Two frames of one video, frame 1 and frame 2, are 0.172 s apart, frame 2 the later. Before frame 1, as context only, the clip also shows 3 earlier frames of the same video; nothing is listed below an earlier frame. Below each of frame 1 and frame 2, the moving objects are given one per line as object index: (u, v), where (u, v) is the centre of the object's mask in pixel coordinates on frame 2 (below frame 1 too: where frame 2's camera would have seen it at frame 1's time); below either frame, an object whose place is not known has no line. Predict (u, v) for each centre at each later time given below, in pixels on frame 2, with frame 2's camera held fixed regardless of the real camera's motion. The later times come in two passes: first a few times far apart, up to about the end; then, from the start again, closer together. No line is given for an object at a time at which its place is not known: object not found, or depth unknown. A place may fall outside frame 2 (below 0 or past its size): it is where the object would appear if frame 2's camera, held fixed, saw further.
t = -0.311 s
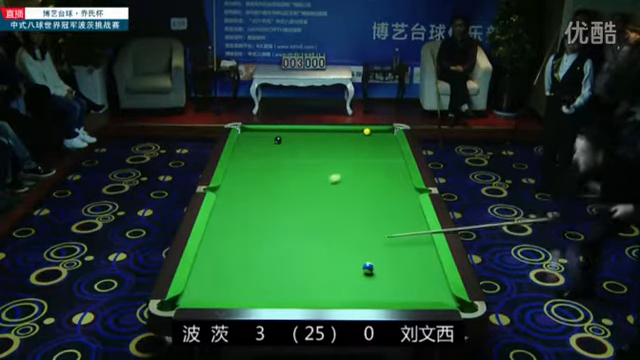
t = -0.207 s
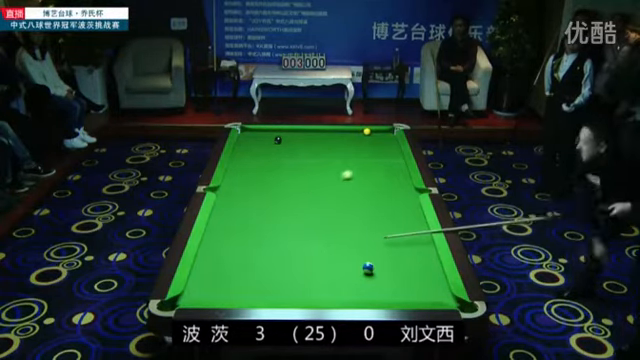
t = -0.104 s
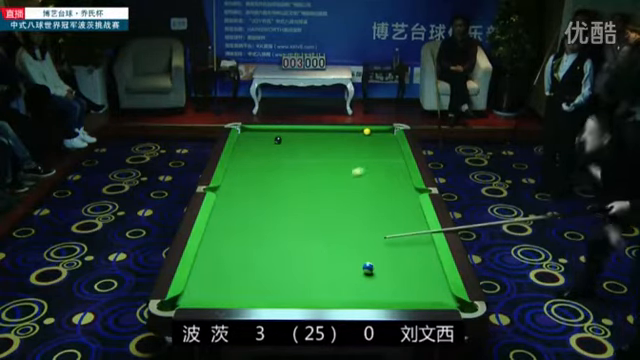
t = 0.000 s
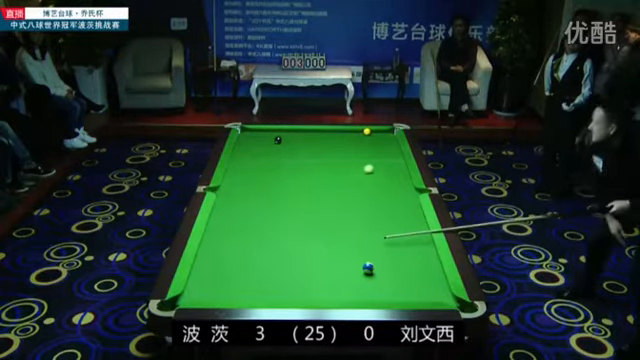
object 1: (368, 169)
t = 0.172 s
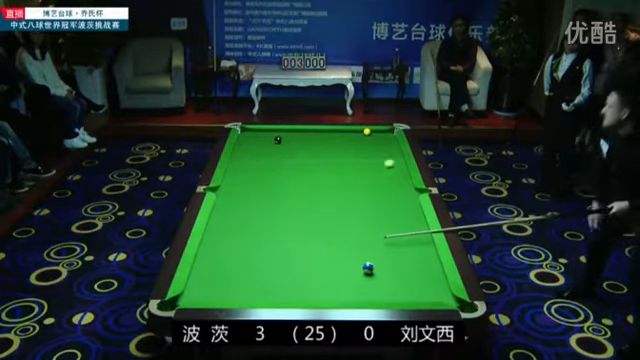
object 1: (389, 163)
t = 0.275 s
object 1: (398, 161)
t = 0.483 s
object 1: (387, 156)
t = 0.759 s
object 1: (371, 153)
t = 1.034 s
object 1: (357, 150)
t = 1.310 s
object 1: (342, 146)
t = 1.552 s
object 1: (331, 143)
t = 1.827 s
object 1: (320, 140)
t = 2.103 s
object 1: (309, 138)
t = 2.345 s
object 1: (299, 135)
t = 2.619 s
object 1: (290, 133)
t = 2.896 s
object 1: (282, 131)
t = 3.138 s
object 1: (276, 130)
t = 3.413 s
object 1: (269, 131)
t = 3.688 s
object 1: (264, 132)
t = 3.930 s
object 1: (261, 133)
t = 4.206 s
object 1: (257, 134)
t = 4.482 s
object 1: (253, 134)
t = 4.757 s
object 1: (252, 135)
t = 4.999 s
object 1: (250, 135)
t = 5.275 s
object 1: (248, 135)
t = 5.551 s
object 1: (247, 135)
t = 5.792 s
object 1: (247, 135)
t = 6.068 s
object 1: (247, 135)
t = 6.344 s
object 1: (247, 135)
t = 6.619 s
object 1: (247, 135)
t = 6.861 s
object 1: (247, 135)
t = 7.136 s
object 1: (247, 135)
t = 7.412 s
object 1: (247, 135)
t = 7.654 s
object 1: (247, 135)
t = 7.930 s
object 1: (247, 135)
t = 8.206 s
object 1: (247, 135)
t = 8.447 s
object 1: (247, 135)
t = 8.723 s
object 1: (246, 135)
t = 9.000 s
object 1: (246, 135)
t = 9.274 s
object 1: (246, 135)
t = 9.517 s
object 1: (246, 135)
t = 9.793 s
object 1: (247, 135)
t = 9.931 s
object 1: (246, 135)
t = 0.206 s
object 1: (392, 162)
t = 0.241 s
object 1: (395, 161)
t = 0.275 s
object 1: (398, 161)
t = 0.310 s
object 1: (400, 160)
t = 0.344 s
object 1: (398, 159)
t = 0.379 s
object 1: (395, 158)
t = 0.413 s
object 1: (392, 157)
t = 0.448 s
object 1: (389, 157)
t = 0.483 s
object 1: (387, 156)
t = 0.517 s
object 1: (385, 156)
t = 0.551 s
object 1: (383, 156)
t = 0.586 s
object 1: (380, 155)
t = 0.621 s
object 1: (379, 155)
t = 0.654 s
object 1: (377, 154)
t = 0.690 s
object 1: (375, 154)
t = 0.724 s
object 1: (373, 153)
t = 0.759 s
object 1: (371, 153)
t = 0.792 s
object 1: (369, 153)
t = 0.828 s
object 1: (369, 152)
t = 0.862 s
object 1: (368, 152)
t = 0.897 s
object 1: (364, 151)
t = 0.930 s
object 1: (362, 151)
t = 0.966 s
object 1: (360, 150)
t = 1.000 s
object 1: (359, 150)
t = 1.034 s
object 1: (357, 150)
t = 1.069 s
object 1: (355, 149)
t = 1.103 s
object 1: (354, 149)
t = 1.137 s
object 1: (352, 148)
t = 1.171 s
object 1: (349, 148)
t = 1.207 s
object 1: (347, 147)
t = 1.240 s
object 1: (345, 147)
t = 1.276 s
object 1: (344, 146)
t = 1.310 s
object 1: (342, 146)
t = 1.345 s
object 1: (341, 146)
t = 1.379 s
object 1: (339, 145)
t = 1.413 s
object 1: (337, 145)
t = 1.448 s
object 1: (336, 144)
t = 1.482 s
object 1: (334, 144)
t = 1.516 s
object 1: (333, 143)
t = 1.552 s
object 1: (331, 143)
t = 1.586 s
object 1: (330, 143)
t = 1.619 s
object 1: (328, 143)
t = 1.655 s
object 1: (327, 142)
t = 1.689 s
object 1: (326, 142)
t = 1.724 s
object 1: (324, 141)
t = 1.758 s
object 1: (323, 141)
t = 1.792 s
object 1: (321, 141)
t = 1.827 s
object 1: (320, 140)
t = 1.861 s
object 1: (318, 140)
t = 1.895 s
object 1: (317, 140)
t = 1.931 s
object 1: (316, 139)
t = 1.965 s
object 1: (314, 139)
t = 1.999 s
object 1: (313, 138)
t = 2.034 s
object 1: (312, 138)
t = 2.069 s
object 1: (310, 138)
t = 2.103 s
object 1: (309, 138)
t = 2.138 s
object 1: (308, 137)
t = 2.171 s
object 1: (307, 137)
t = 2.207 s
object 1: (304, 137)
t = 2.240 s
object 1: (303, 137)
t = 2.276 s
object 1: (301, 136)
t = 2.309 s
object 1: (300, 136)
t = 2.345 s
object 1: (299, 135)
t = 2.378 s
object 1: (298, 135)
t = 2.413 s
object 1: (297, 135)
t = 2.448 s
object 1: (296, 134)
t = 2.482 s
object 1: (295, 134)
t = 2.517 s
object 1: (293, 133)
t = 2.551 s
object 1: (292, 133)
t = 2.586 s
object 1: (291, 133)
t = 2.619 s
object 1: (290, 133)
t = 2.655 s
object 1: (290, 133)
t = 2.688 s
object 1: (289, 133)
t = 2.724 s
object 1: (287, 132)
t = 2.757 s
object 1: (286, 132)
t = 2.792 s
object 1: (285, 131)
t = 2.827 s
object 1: (284, 131)
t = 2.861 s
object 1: (284, 131)
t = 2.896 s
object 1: (282, 131)
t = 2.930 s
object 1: (281, 130)
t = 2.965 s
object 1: (280, 130)
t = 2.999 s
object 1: (279, 130)
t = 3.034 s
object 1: (278, 130)
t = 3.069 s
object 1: (277, 130)
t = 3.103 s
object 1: (277, 130)
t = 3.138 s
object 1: (276, 130)
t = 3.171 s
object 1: (275, 130)
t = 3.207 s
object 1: (274, 130)
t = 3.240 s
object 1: (273, 131)
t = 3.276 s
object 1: (272, 131)
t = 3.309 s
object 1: (271, 131)
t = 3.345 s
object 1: (271, 131)
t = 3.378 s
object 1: (270, 131)
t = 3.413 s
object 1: (269, 131)
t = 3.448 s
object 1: (269, 131)
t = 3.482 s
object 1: (269, 131)
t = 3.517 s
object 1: (267, 132)
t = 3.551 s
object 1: (267, 132)
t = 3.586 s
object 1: (266, 132)
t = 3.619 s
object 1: (266, 132)
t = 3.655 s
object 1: (265, 132)
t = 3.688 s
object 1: (264, 132)
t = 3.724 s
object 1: (264, 132)
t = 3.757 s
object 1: (263, 132)
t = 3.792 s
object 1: (263, 133)
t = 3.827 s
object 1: (263, 133)
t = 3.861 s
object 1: (263, 133)
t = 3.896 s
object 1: (262, 132)
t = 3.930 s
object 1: (261, 133)
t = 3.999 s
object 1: (260, 133)
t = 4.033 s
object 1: (259, 133)
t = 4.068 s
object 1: (259, 133)
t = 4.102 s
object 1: (258, 133)
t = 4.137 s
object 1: (258, 133)
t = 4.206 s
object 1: (257, 134)
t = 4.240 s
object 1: (257, 134)
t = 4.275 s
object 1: (256, 134)
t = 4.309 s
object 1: (255, 134)
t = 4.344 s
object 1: (255, 134)
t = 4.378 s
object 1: (255, 134)
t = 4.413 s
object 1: (255, 134)
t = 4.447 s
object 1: (254, 134)
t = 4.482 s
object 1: (253, 134)
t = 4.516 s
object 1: (253, 134)
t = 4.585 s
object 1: (253, 134)
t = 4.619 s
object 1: (252, 134)
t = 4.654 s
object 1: (252, 135)
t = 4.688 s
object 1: (252, 135)
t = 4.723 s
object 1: (252, 135)
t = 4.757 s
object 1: (252, 135)
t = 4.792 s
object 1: (251, 135)
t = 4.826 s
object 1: (251, 135)
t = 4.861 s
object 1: (250, 135)
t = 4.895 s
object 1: (250, 135)
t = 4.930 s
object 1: (250, 135)
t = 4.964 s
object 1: (250, 135)
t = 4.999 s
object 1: (250, 135)
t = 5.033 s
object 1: (249, 135)
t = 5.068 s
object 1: (250, 135)
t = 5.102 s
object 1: (249, 135)
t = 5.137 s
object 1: (249, 135)
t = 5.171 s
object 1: (249, 135)
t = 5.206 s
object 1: (249, 135)
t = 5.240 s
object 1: (248, 135)
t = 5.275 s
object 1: (248, 135)
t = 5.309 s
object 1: (248, 135)
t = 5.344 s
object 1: (248, 135)
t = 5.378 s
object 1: (248, 135)
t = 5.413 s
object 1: (247, 135)
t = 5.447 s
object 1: (247, 135)
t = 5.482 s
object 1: (247, 135)
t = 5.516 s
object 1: (247, 135)
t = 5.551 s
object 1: (247, 135)
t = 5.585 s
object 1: (247, 135)
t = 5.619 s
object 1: (247, 135)
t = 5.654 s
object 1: (247, 135)
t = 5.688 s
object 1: (247, 135)
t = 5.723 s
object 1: (247, 135)
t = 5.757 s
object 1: (247, 135)
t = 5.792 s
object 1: (247, 135)
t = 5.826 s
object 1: (247, 135)
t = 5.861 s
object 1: (247, 135)
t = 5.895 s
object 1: (247, 135)
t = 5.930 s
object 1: (247, 135)
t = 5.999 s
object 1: (247, 135)
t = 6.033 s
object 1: (247, 135)
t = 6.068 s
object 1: (247, 135)
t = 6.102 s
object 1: (247, 135)
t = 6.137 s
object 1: (247, 135)
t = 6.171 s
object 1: (247, 135)
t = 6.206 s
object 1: (247, 135)
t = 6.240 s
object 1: (247, 135)
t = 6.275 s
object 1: (247, 135)
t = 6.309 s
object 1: (247, 135)
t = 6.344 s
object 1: (247, 135)
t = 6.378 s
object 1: (247, 135)
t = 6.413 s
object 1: (247, 135)
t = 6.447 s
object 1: (247, 135)
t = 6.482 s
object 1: (247, 135)
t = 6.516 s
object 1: (247, 135)
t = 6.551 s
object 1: (247, 135)
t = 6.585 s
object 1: (247, 135)
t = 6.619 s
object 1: (247, 135)
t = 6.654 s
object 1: (247, 135)
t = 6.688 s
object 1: (247, 135)
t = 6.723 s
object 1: (247, 135)
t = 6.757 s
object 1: (247, 135)
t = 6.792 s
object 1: (247, 135)
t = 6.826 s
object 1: (247, 135)
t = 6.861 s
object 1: (247, 135)
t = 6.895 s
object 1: (247, 135)
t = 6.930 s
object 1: (247, 135)
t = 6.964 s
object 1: (247, 135)
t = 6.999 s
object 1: (247, 135)
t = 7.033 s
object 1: (247, 135)
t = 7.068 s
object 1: (247, 136)
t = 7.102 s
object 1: (247, 135)
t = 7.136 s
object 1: (247, 135)
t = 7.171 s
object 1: (247, 135)
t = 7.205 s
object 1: (247, 135)
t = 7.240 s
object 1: (247, 135)
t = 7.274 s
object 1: (247, 135)
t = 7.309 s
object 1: (247, 135)
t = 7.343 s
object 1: (247, 135)
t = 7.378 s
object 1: (247, 135)
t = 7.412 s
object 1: (247, 135)
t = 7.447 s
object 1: (247, 135)
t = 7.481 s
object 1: (247, 135)
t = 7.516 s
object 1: (247, 135)
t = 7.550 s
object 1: (247, 135)
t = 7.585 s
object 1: (247, 135)
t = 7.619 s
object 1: (247, 135)
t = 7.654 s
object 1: (247, 135)
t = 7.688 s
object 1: (247, 135)
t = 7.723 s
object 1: (247, 135)
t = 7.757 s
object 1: (247, 135)
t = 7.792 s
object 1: (247, 135)
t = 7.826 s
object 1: (247, 135)
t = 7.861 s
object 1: (247, 135)
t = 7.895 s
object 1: (247, 135)
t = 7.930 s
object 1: (247, 135)
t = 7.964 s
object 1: (247, 135)
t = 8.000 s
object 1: (247, 135)
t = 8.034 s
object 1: (247, 135)
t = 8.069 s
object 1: (247, 135)
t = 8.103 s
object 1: (247, 135)
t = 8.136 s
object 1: (247, 135)
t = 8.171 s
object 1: (247, 135)
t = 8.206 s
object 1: (247, 135)
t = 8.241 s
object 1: (247, 135)
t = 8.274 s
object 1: (247, 135)
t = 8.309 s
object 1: (247, 135)
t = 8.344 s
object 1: (247, 135)
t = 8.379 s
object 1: (247, 135)
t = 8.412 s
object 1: (247, 135)
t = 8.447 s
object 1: (247, 135)
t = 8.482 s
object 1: (247, 135)
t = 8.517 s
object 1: (247, 135)
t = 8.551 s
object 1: (247, 135)
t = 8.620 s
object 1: (246, 135)
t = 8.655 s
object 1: (246, 135)
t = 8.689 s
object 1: (246, 135)
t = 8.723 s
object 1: (246, 135)
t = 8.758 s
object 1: (246, 135)
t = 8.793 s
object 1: (246, 135)
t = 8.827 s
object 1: (246, 135)
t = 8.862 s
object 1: (246, 135)
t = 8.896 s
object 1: (246, 135)
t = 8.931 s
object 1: (246, 135)
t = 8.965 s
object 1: (246, 135)
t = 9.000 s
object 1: (246, 135)
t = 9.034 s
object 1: (246, 135)
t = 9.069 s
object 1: (246, 135)
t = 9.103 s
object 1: (246, 135)
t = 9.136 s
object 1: (246, 135)
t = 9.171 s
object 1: (246, 135)
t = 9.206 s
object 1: (246, 135)
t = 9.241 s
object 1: (246, 135)
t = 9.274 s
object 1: (246, 135)
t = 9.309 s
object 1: (247, 135)
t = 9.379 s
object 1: (246, 135)
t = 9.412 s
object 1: (246, 135)
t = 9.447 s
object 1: (246, 135)
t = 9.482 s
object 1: (246, 135)
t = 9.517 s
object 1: (246, 135)
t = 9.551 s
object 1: (246, 135)
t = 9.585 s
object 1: (246, 135)
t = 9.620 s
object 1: (246, 135)
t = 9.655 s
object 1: (246, 135)
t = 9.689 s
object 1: (247, 135)
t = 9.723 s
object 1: (246, 135)
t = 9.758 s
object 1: (246, 135)
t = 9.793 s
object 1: (247, 135)
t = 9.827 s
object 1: (246, 135)
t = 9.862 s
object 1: (246, 135)
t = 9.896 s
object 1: (247, 135)
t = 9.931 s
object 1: (246, 135)
